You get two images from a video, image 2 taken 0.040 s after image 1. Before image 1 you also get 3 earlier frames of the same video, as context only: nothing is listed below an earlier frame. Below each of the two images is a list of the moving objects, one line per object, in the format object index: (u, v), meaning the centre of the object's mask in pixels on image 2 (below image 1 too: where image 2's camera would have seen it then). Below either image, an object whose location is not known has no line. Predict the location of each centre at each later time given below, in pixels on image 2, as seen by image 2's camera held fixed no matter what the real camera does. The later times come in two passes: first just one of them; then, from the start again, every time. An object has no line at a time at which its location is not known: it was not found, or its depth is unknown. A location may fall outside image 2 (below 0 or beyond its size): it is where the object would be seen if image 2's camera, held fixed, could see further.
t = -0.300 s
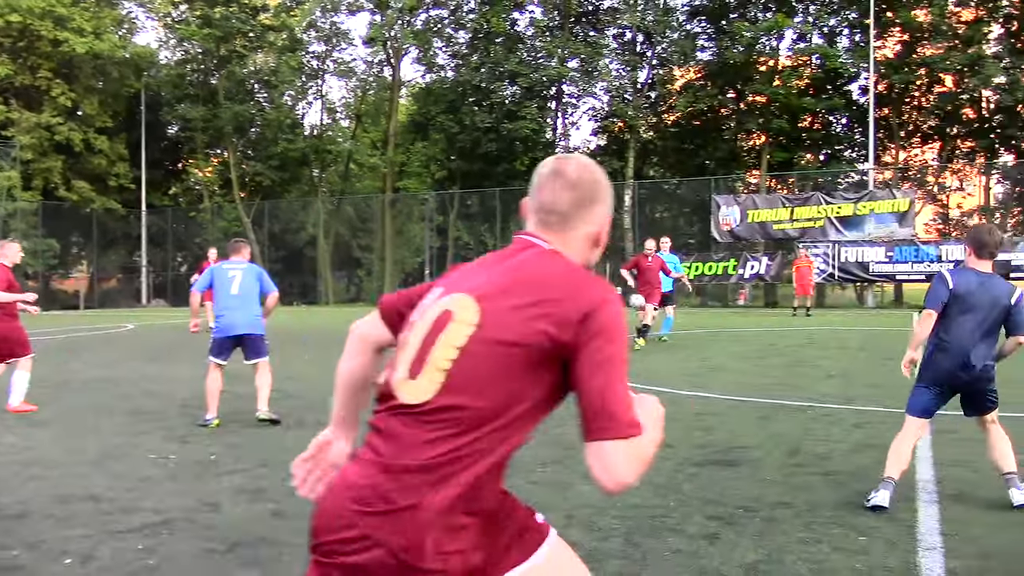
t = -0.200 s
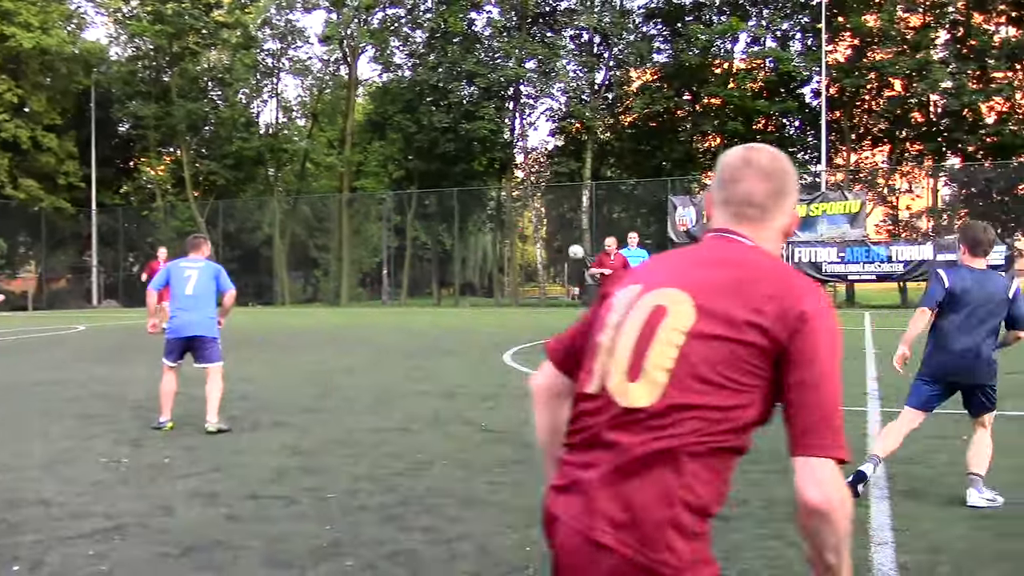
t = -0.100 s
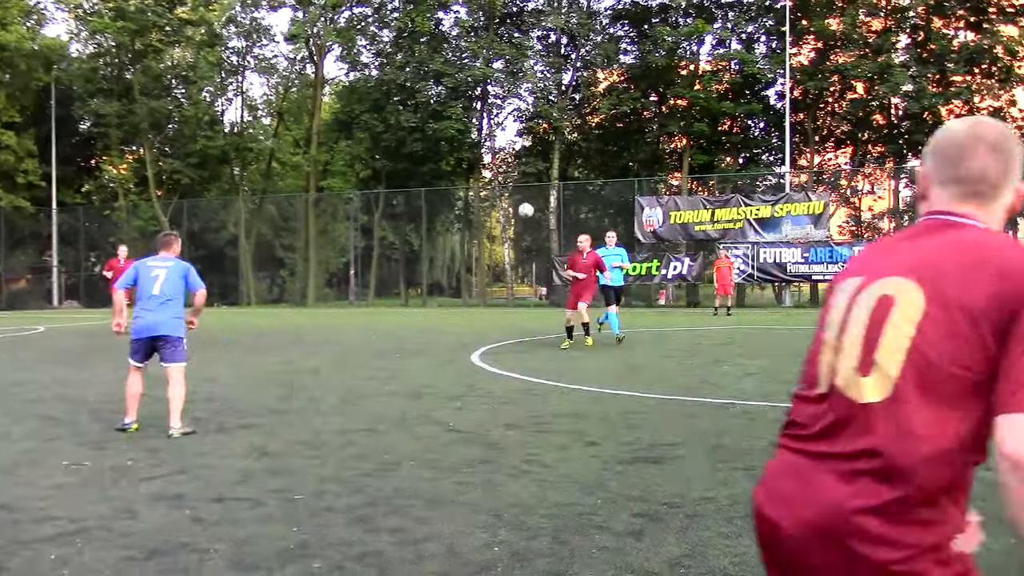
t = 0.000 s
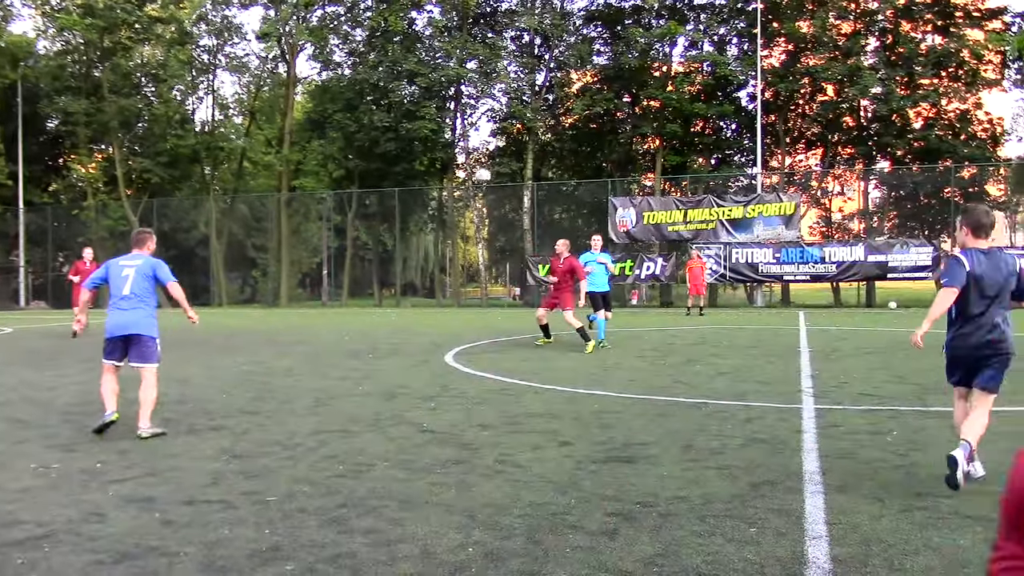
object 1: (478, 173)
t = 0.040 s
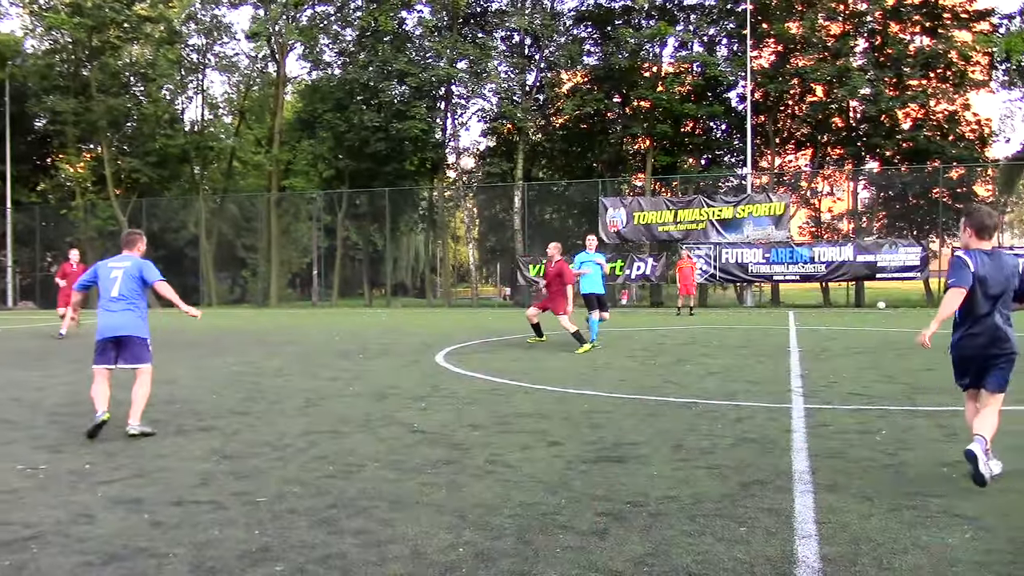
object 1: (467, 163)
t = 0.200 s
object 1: (437, 123)
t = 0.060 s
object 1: (463, 157)
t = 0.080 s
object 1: (458, 153)
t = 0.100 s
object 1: (454, 148)
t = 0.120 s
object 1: (451, 143)
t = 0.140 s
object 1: (446, 138)
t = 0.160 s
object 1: (443, 134)
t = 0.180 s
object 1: (440, 128)
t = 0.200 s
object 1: (437, 123)
